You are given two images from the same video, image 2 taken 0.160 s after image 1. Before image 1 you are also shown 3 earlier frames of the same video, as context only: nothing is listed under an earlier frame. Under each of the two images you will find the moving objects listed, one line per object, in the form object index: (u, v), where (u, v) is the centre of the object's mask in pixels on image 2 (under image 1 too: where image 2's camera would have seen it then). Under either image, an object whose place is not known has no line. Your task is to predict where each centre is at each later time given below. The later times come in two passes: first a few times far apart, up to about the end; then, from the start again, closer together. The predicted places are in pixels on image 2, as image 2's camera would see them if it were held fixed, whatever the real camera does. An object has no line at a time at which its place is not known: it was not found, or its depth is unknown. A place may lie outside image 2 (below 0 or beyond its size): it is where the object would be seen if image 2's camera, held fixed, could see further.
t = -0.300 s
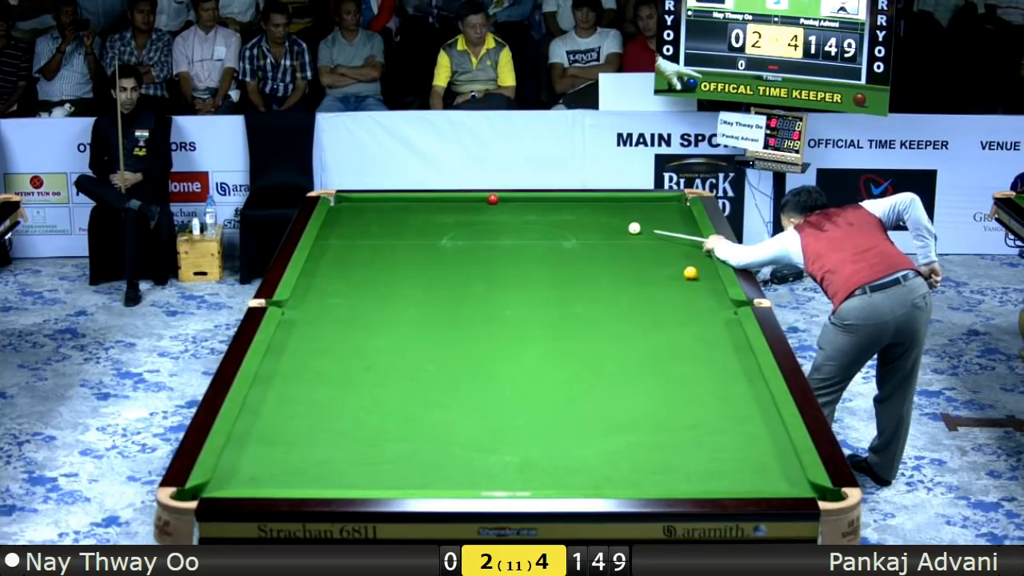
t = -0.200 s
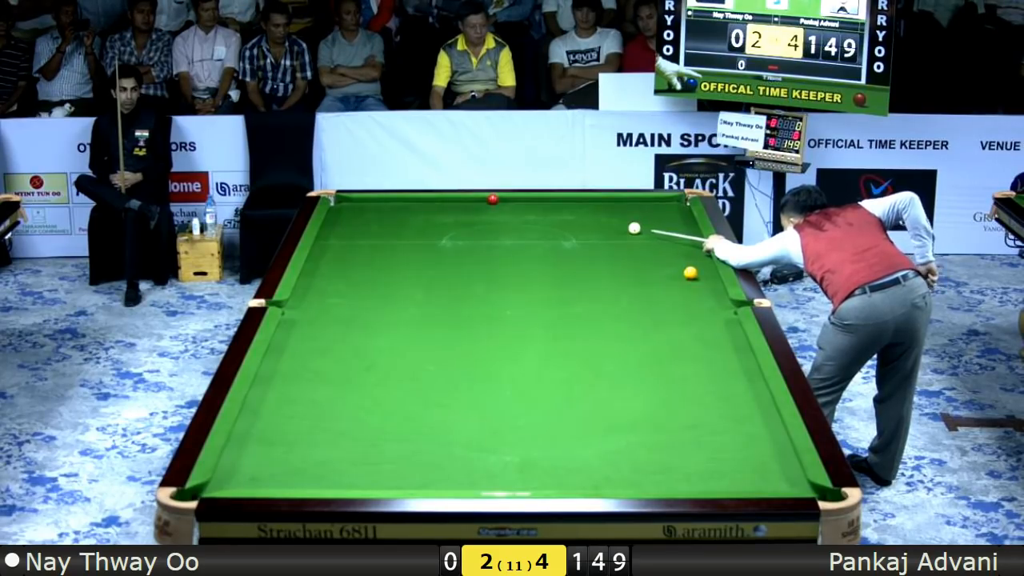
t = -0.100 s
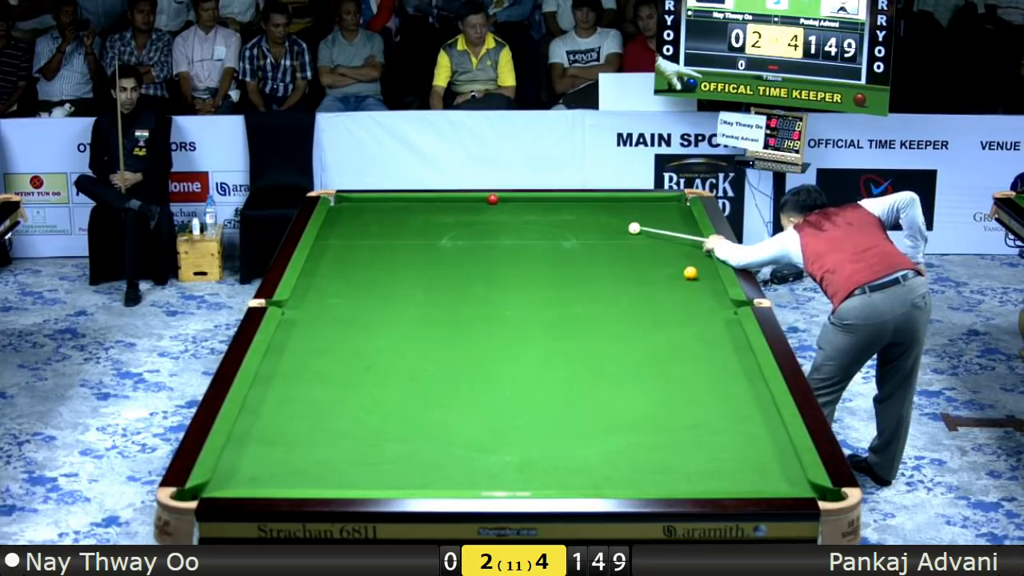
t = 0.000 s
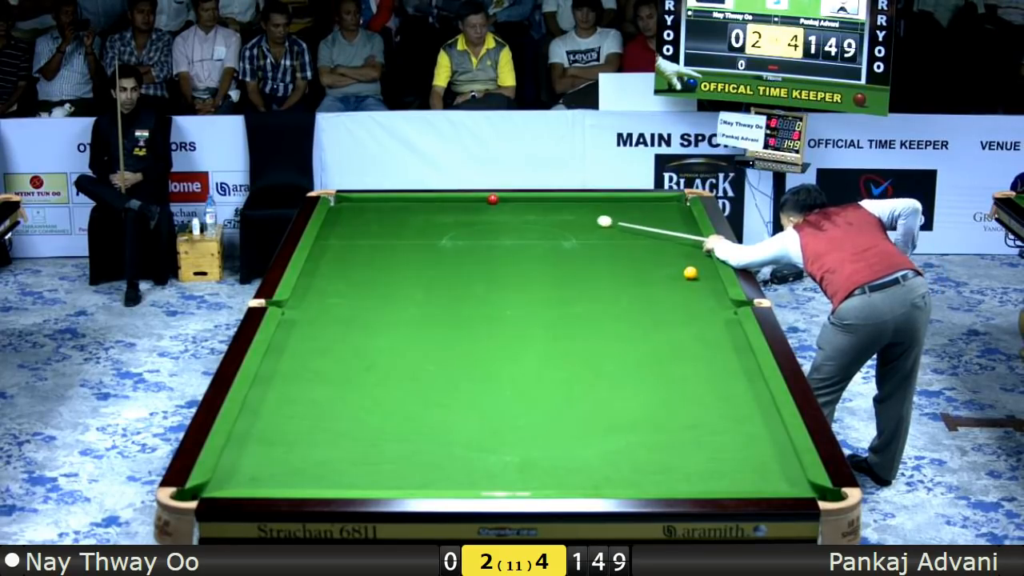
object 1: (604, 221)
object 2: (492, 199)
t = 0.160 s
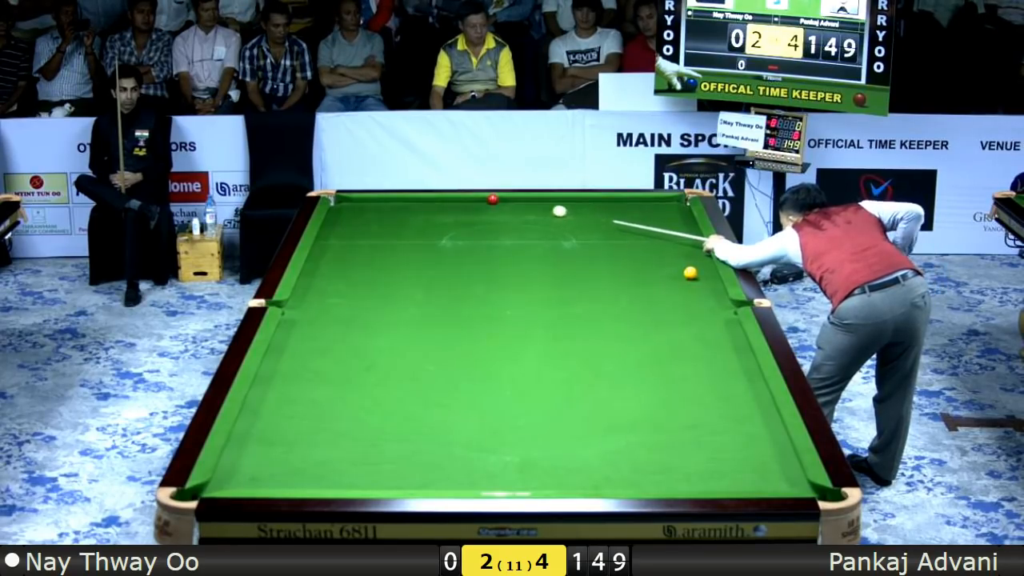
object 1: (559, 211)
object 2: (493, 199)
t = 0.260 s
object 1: (533, 205)
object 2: (492, 199)
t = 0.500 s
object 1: (501, 204)
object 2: (468, 199)
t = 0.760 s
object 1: (487, 214)
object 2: (431, 199)
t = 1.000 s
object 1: (474, 222)
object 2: (398, 199)
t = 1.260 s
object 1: (460, 231)
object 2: (363, 200)
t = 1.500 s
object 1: (447, 240)
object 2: (334, 199)
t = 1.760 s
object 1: (432, 249)
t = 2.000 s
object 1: (419, 258)
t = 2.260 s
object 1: (404, 268)
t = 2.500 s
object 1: (391, 277)
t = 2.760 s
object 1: (377, 286)
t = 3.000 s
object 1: (365, 295)
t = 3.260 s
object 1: (349, 305)
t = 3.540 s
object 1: (334, 315)
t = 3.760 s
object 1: (322, 322)
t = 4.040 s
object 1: (308, 332)
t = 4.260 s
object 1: (297, 340)
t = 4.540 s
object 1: (283, 349)
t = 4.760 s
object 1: (274, 356)
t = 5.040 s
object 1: (270, 365)
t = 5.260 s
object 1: (271, 370)
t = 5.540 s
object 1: (273, 378)
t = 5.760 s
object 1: (274, 383)
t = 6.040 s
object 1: (276, 389)
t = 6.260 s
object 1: (277, 393)
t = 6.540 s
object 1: (279, 398)
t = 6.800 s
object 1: (280, 403)
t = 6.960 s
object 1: (280, 405)
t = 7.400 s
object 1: (283, 410)
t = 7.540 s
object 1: (283, 410)
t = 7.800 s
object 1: (283, 413)
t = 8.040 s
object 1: (285, 414)
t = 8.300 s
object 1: (285, 414)
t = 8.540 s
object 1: (285, 414)
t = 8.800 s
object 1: (285, 414)
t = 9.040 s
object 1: (285, 414)
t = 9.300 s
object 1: (285, 414)
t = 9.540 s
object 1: (285, 414)
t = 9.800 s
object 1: (285, 414)
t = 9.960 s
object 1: (285, 414)
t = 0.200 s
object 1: (548, 209)
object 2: (492, 199)
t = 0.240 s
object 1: (538, 206)
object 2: (492, 199)
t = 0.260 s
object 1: (533, 205)
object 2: (492, 199)
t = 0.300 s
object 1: (522, 203)
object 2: (492, 199)
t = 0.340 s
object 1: (512, 200)
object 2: (492, 199)
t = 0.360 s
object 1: (507, 199)
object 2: (492, 199)
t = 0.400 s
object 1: (503, 199)
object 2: (488, 199)
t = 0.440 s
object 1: (502, 201)
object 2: (479, 199)
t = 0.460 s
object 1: (502, 202)
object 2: (476, 199)
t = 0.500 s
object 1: (501, 204)
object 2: (468, 199)
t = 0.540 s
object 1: (499, 206)
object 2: (462, 199)
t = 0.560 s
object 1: (498, 206)
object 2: (459, 199)
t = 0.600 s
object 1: (496, 208)
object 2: (454, 199)
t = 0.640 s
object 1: (494, 209)
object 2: (448, 199)
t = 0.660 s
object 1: (493, 210)
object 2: (445, 199)
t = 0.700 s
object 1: (490, 212)
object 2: (439, 199)
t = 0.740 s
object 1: (488, 213)
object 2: (434, 199)
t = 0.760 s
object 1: (487, 214)
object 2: (431, 199)
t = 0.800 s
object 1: (485, 215)
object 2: (425, 199)
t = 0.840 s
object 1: (483, 216)
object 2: (420, 199)
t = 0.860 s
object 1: (482, 217)
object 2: (417, 199)
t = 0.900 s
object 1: (479, 219)
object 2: (411, 199)
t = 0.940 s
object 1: (477, 220)
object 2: (406, 199)
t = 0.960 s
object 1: (476, 221)
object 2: (403, 199)
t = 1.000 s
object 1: (474, 222)
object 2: (398, 199)
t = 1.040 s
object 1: (472, 224)
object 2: (392, 199)
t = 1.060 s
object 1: (471, 224)
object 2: (390, 199)
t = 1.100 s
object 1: (469, 226)
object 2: (384, 199)
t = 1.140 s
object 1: (466, 227)
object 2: (379, 199)
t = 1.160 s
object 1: (465, 228)
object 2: (376, 199)
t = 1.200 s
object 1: (463, 229)
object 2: (371, 199)
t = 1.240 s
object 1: (461, 231)
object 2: (366, 200)
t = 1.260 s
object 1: (460, 231)
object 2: (363, 200)
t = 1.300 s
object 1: (458, 233)
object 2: (359, 199)
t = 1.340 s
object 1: (455, 234)
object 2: (353, 199)
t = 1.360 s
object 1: (454, 235)
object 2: (351, 199)
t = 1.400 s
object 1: (452, 237)
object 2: (346, 199)
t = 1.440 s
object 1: (450, 238)
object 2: (341, 200)
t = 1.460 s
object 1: (449, 239)
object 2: (338, 199)
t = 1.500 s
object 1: (447, 240)
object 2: (334, 199)
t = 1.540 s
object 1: (444, 242)
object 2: (334, 199)
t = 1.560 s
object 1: (443, 242)
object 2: (334, 200)
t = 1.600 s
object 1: (441, 244)
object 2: (334, 202)
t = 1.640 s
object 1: (439, 245)
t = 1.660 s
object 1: (438, 246)
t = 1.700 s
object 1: (435, 247)
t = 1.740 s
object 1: (433, 249)
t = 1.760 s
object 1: (432, 249)
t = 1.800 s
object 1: (430, 251)
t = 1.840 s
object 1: (428, 253)
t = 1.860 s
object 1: (427, 253)
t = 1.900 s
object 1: (424, 255)
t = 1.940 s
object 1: (422, 256)
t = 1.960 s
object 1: (421, 257)
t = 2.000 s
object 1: (419, 258)
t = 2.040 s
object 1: (416, 260)
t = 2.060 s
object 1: (415, 261)
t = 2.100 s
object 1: (413, 262)
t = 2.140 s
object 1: (411, 263)
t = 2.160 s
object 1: (410, 264)
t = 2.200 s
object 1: (408, 266)
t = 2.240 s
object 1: (405, 267)
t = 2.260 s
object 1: (404, 268)
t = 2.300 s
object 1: (402, 270)
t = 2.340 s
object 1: (400, 271)
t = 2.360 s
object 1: (399, 272)
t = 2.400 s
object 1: (396, 273)
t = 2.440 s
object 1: (394, 274)
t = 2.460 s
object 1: (393, 275)
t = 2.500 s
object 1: (391, 277)
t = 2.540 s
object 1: (389, 278)
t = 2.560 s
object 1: (388, 279)
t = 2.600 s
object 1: (385, 280)
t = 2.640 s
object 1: (383, 282)
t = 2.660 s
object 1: (382, 283)
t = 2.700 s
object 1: (380, 284)
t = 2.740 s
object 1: (378, 286)
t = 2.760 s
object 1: (377, 286)
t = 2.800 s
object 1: (374, 287)
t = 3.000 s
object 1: (365, 295)
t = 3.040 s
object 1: (361, 296)
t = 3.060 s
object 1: (360, 297)
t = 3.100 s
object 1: (358, 299)
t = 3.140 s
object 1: (356, 300)
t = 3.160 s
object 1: (355, 301)
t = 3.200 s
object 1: (353, 302)
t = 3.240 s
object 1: (350, 304)
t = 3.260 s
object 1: (349, 305)
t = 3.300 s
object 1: (347, 306)
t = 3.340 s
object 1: (345, 307)
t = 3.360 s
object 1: (344, 308)
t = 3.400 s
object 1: (342, 310)
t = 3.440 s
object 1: (339, 311)
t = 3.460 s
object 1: (338, 312)
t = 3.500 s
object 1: (336, 313)
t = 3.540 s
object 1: (334, 315)
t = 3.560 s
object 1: (333, 315)
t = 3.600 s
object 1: (331, 317)
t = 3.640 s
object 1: (329, 318)
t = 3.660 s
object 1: (328, 319)
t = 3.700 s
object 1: (325, 320)
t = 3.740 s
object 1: (323, 322)
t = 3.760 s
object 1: (322, 322)
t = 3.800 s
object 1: (320, 324)
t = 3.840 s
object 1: (318, 325)
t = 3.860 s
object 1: (317, 326)
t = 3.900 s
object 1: (315, 327)
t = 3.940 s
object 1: (313, 329)
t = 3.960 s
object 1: (312, 330)
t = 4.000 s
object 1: (310, 331)
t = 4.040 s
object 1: (308, 332)
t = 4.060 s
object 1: (307, 333)
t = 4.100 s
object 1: (305, 334)
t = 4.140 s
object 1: (303, 336)
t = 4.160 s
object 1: (302, 337)
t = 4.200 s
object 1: (300, 338)
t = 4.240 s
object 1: (298, 339)
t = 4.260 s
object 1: (297, 340)
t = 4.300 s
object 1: (295, 341)
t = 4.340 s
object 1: (293, 343)
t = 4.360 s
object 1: (292, 343)
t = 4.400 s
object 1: (290, 345)
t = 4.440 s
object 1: (288, 346)
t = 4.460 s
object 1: (287, 347)
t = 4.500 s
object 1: (285, 348)
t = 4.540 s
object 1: (283, 349)
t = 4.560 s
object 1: (282, 350)
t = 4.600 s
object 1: (281, 351)
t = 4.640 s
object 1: (279, 353)
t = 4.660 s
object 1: (278, 353)
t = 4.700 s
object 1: (277, 355)
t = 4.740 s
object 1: (274, 356)
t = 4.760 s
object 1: (274, 356)
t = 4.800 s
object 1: (272, 358)
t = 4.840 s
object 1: (270, 359)
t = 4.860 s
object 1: (270, 360)
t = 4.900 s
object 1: (269, 361)
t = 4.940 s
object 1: (269, 362)
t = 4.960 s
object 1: (269, 362)
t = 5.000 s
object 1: (269, 364)
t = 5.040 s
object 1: (270, 365)
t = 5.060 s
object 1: (270, 365)
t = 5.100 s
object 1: (270, 367)
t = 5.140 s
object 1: (270, 368)
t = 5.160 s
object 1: (270, 368)
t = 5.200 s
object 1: (270, 369)
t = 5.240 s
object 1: (271, 370)
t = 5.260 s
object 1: (271, 370)
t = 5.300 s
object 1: (271, 372)
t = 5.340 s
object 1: (271, 373)
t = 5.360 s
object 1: (271, 373)
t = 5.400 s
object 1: (272, 374)
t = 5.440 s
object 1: (272, 375)
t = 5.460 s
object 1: (272, 375)
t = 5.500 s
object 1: (273, 376)
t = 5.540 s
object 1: (273, 378)
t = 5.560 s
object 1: (273, 378)
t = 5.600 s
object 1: (273, 379)
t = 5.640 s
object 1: (273, 380)
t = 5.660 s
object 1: (273, 380)
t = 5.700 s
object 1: (274, 381)
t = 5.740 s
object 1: (274, 382)
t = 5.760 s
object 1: (274, 383)
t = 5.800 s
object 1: (274, 384)
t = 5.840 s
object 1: (275, 385)
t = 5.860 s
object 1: (275, 385)
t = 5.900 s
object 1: (275, 386)
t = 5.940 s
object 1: (275, 387)
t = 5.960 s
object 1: (275, 387)
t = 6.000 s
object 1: (276, 388)
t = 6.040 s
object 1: (276, 389)
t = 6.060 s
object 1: (276, 389)
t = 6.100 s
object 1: (276, 390)
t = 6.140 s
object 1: (277, 391)
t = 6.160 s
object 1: (277, 391)
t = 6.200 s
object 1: (277, 392)
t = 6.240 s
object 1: (277, 393)
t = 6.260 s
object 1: (277, 393)
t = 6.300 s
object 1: (278, 394)
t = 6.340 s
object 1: (278, 395)
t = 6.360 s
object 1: (278, 395)
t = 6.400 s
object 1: (278, 396)
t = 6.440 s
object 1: (278, 397)
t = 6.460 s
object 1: (278, 397)
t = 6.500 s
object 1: (279, 398)
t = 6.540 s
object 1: (279, 398)
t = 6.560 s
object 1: (279, 399)
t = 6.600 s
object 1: (279, 400)
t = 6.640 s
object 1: (279, 400)
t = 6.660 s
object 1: (279, 401)
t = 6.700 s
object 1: (280, 401)
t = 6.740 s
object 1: (280, 401)
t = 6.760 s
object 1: (280, 402)
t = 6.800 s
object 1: (280, 403)
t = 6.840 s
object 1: (279, 403)
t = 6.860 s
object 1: (280, 404)
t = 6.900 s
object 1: (281, 404)
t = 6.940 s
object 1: (281, 405)
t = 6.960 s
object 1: (280, 405)
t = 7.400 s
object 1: (283, 410)
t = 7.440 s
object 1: (283, 410)
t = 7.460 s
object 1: (283, 410)
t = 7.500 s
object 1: (283, 411)
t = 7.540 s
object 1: (283, 410)
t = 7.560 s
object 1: (283, 411)
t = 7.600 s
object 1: (283, 411)
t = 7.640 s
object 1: (283, 412)
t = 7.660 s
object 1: (283, 412)
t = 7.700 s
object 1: (283, 412)
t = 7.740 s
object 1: (283, 412)
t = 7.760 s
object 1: (283, 412)
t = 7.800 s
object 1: (283, 413)
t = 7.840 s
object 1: (284, 413)
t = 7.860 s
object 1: (284, 413)
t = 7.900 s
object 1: (284, 413)
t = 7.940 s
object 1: (284, 413)
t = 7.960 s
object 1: (284, 413)
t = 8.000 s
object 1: (285, 413)
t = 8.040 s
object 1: (285, 414)
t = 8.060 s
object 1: (285, 414)
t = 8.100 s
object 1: (285, 414)
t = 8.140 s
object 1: (285, 414)
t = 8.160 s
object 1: (285, 414)
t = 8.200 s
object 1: (285, 414)
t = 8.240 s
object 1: (285, 414)
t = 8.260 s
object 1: (285, 414)
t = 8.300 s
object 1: (285, 414)
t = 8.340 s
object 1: (285, 414)
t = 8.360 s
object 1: (285, 414)
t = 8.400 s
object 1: (285, 414)
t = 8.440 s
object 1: (285, 414)
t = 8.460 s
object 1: (285, 414)
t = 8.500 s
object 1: (285, 414)
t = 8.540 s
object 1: (285, 414)
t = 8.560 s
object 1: (285, 414)
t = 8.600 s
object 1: (285, 414)
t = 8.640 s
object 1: (285, 414)
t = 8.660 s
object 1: (285, 414)
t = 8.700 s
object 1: (285, 414)
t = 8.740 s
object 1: (285, 414)
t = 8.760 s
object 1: (285, 414)
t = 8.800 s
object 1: (285, 414)
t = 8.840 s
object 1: (285, 414)
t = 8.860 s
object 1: (285, 414)
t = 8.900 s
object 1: (285, 414)
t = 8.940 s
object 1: (285, 414)
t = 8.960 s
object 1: (285, 414)
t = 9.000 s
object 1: (285, 414)
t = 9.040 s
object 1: (285, 414)
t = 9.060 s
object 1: (285, 414)
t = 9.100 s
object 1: (285, 414)
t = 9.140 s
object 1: (285, 414)
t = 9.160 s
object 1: (285, 414)
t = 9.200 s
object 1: (285, 414)
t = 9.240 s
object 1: (285, 414)
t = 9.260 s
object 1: (286, 414)
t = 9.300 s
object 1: (285, 414)
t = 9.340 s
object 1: (285, 414)
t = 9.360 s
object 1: (285, 414)
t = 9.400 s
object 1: (285, 414)
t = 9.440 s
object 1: (285, 414)
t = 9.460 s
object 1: (285, 414)
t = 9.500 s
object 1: (285, 414)
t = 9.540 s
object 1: (285, 414)
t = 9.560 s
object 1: (285, 414)
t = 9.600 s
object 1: (285, 414)
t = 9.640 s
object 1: (285, 414)
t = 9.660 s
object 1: (285, 414)
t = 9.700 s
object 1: (285, 414)
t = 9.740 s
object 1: (285, 414)
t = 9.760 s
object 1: (285, 414)
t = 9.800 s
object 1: (285, 414)
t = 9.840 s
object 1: (285, 414)
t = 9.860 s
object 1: (285, 414)
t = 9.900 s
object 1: (285, 414)
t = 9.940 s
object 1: (285, 414)
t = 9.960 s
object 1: (285, 414)
